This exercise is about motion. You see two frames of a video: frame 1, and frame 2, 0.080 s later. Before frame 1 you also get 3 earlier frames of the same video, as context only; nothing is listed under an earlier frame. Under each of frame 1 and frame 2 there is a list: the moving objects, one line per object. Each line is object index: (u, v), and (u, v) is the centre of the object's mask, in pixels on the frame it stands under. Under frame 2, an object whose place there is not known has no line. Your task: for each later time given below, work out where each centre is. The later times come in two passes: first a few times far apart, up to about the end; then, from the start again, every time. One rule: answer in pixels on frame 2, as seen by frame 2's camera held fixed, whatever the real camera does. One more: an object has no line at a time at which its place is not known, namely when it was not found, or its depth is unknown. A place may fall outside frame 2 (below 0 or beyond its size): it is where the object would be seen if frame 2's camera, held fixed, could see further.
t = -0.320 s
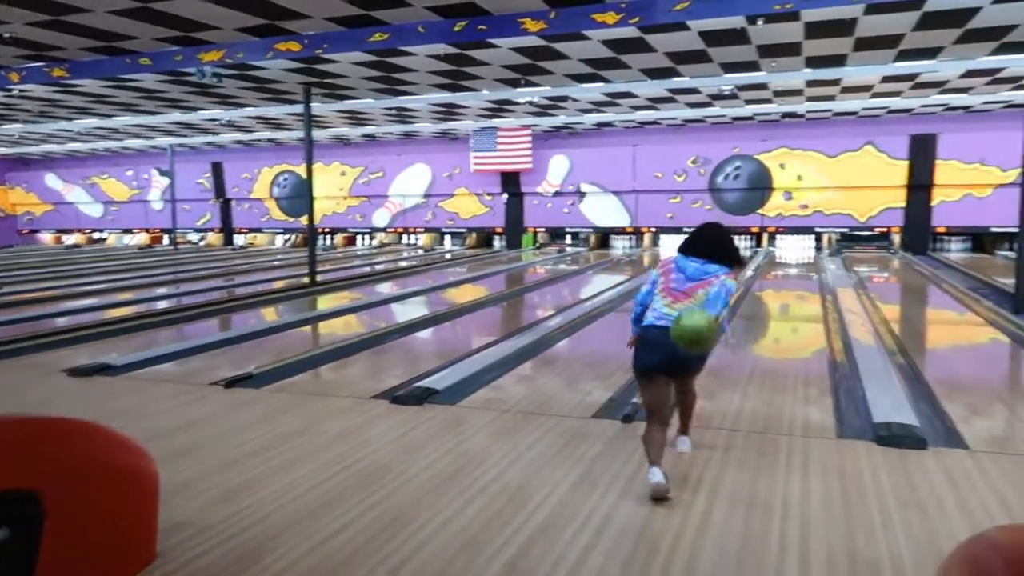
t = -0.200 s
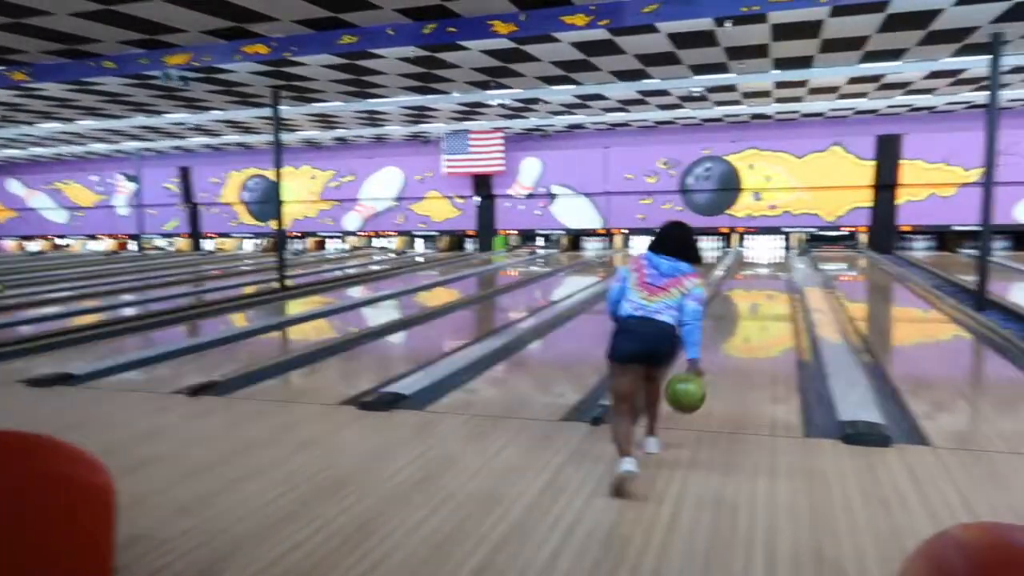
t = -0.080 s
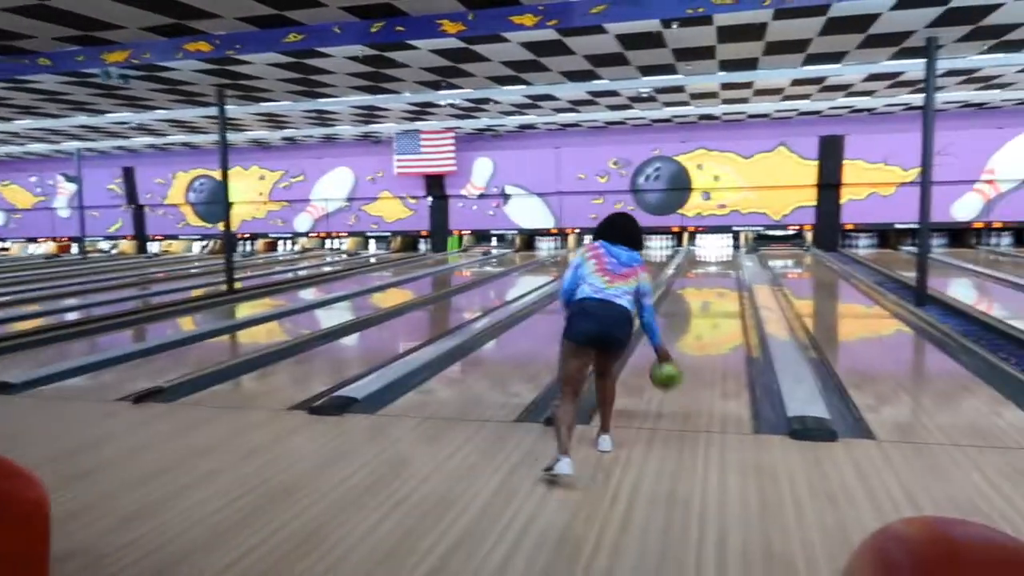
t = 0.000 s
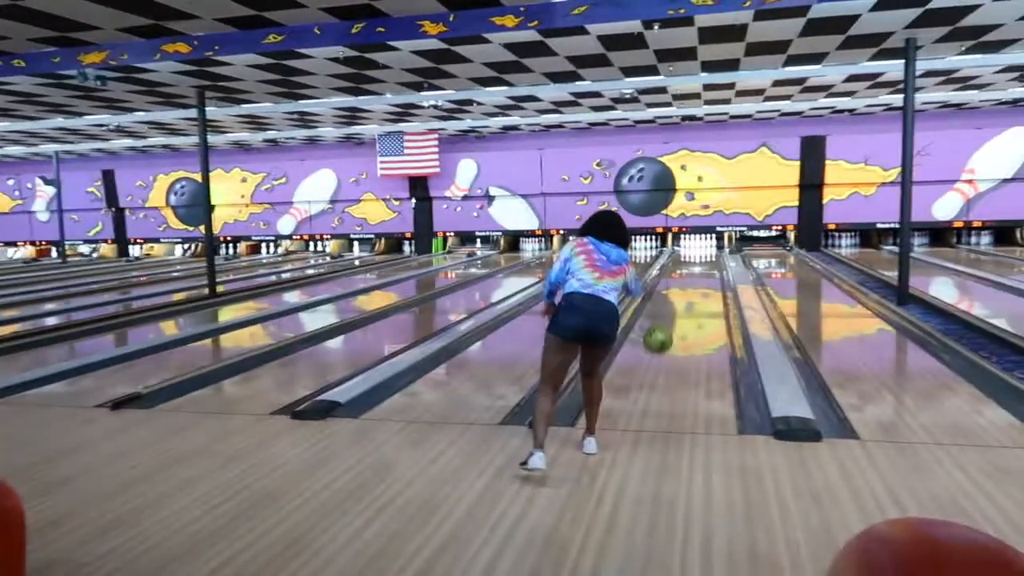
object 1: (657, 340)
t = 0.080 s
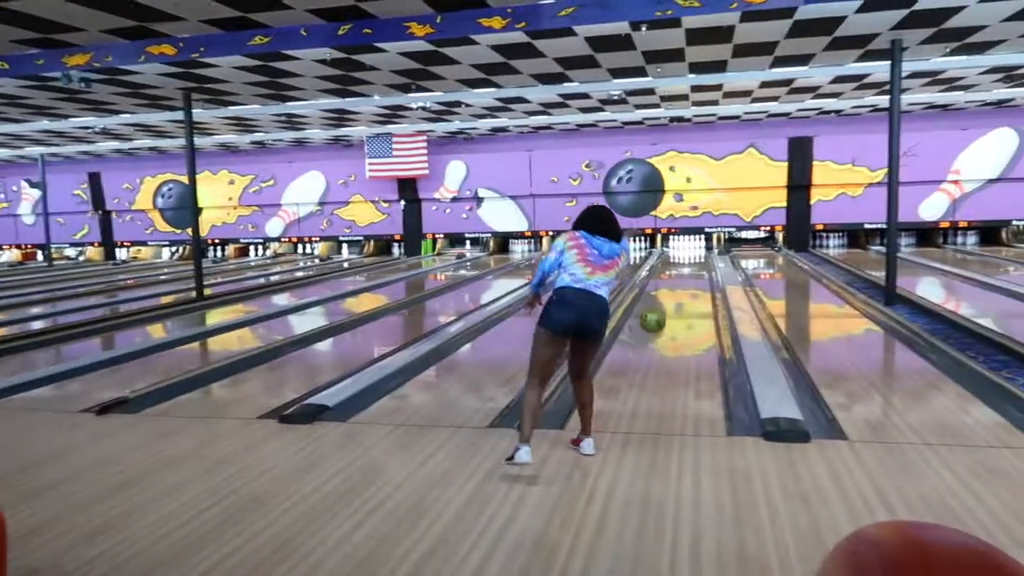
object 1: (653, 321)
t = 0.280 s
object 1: (662, 308)
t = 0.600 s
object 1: (671, 302)
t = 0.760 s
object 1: (675, 294)
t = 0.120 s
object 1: (656, 315)
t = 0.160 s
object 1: (657, 309)
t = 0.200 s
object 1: (659, 308)
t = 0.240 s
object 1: (661, 307)
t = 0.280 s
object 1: (662, 308)
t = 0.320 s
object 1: (664, 311)
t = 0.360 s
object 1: (665, 315)
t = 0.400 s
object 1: (667, 320)
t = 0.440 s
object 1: (668, 317)
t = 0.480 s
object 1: (669, 311)
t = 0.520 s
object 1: (670, 307)
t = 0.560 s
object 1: (671, 304)
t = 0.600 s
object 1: (671, 302)
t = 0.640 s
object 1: (672, 302)
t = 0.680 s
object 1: (673, 299)
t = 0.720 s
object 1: (674, 296)
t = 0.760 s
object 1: (675, 294)
